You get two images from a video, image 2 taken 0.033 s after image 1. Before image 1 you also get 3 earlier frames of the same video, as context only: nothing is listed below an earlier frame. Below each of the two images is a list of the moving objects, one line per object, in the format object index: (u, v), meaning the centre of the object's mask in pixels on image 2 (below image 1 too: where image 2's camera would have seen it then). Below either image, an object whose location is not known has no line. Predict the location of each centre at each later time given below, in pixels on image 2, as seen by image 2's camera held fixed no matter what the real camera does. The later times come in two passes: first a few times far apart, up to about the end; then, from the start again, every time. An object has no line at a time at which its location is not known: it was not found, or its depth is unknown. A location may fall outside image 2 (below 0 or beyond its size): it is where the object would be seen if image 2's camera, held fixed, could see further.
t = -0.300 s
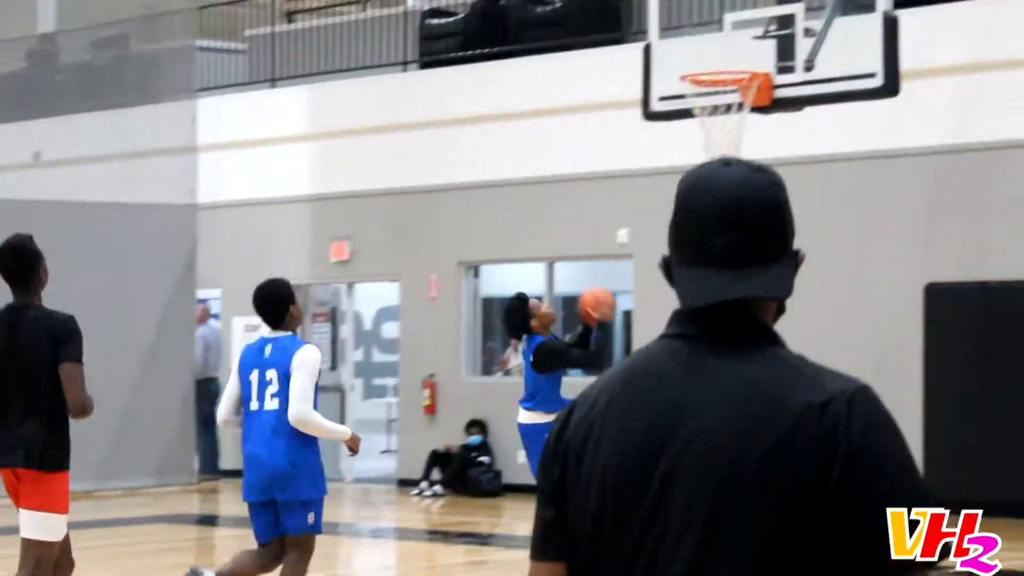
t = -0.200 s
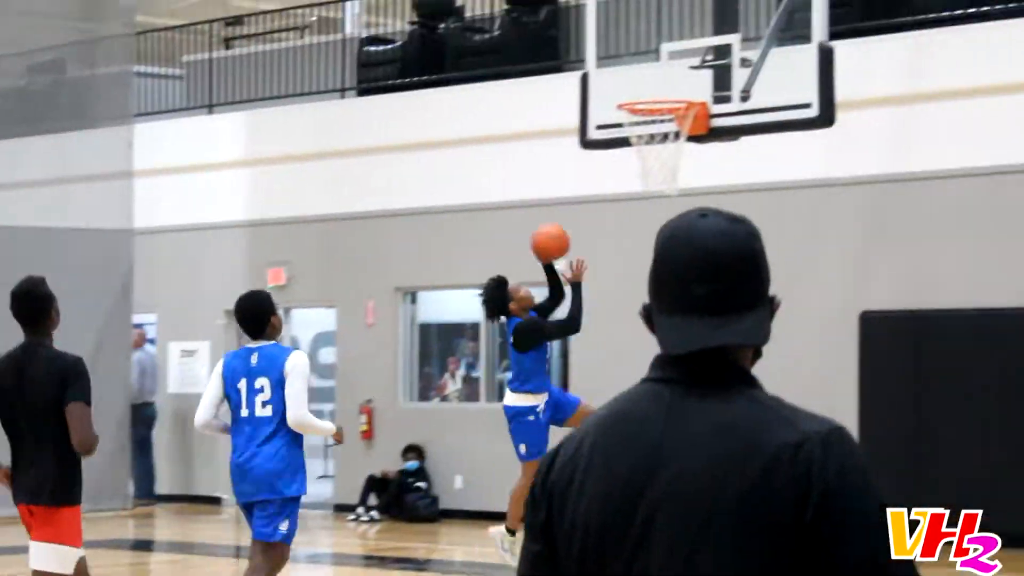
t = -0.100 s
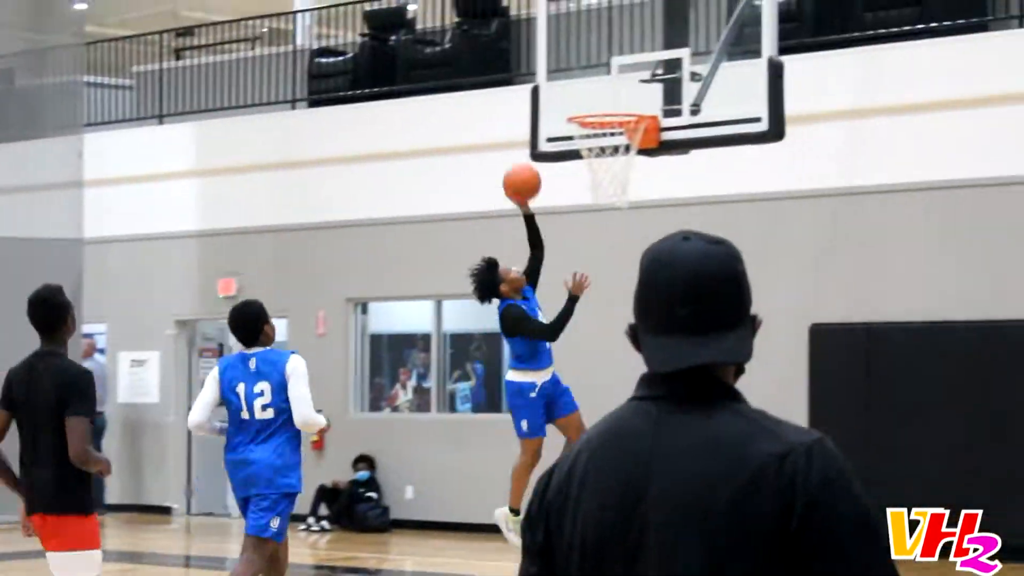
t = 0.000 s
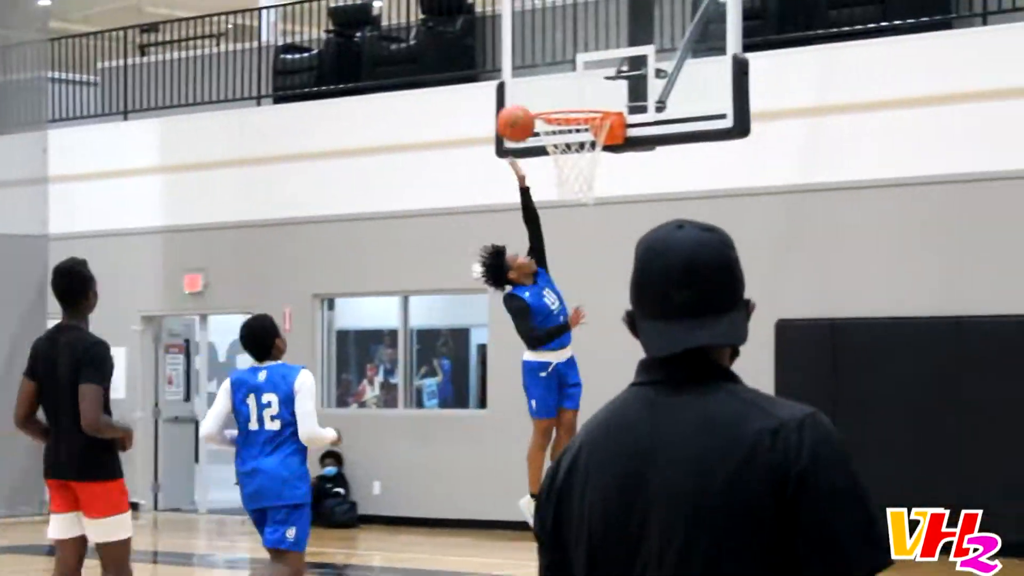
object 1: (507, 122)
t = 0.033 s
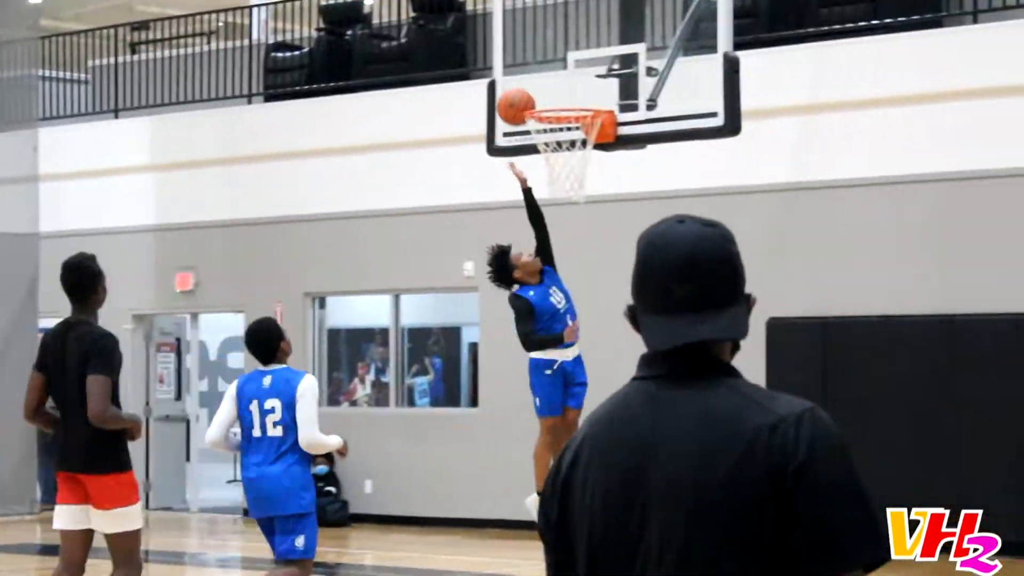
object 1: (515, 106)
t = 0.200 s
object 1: (548, 62)
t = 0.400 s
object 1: (536, 76)
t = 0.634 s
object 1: (558, 92)
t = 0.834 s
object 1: (571, 135)
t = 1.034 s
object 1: (556, 218)
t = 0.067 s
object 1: (525, 93)
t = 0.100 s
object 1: (534, 82)
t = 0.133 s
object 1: (544, 72)
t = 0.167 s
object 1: (550, 65)
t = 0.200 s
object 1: (548, 62)
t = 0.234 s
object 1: (545, 60)
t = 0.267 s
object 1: (544, 59)
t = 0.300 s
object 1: (542, 61)
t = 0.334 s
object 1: (540, 63)
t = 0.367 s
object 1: (538, 68)
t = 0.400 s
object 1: (536, 76)
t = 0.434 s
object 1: (535, 85)
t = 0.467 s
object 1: (533, 94)
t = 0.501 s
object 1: (537, 93)
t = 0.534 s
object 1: (542, 92)
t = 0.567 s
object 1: (547, 91)
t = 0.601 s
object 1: (553, 91)
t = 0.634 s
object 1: (558, 92)
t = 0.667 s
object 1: (564, 95)
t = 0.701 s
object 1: (569, 98)
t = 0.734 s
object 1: (575, 103)
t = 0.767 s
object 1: (574, 121)
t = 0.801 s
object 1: (573, 128)
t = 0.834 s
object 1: (571, 135)
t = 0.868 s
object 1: (567, 145)
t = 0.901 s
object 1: (565, 158)
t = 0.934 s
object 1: (562, 171)
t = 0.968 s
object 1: (560, 185)
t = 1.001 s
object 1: (558, 201)
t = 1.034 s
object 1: (556, 218)
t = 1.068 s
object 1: (554, 237)
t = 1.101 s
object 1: (552, 258)
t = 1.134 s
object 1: (550, 281)
